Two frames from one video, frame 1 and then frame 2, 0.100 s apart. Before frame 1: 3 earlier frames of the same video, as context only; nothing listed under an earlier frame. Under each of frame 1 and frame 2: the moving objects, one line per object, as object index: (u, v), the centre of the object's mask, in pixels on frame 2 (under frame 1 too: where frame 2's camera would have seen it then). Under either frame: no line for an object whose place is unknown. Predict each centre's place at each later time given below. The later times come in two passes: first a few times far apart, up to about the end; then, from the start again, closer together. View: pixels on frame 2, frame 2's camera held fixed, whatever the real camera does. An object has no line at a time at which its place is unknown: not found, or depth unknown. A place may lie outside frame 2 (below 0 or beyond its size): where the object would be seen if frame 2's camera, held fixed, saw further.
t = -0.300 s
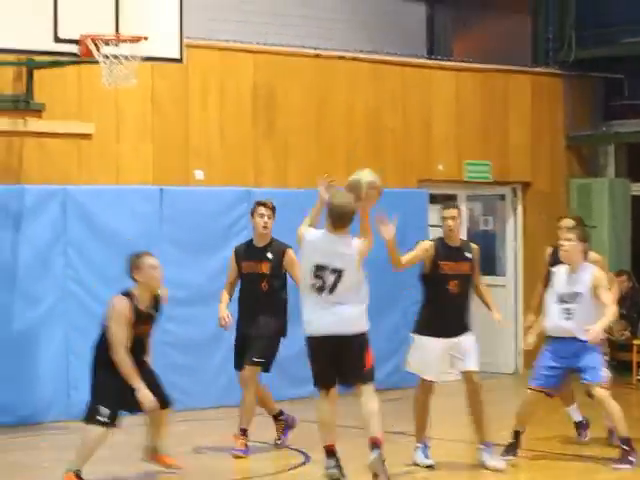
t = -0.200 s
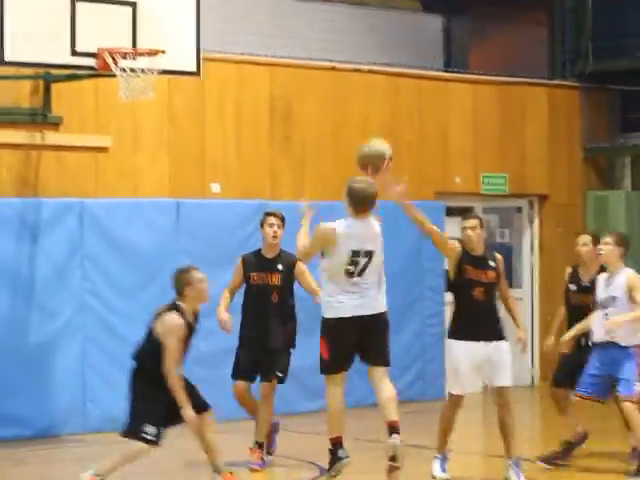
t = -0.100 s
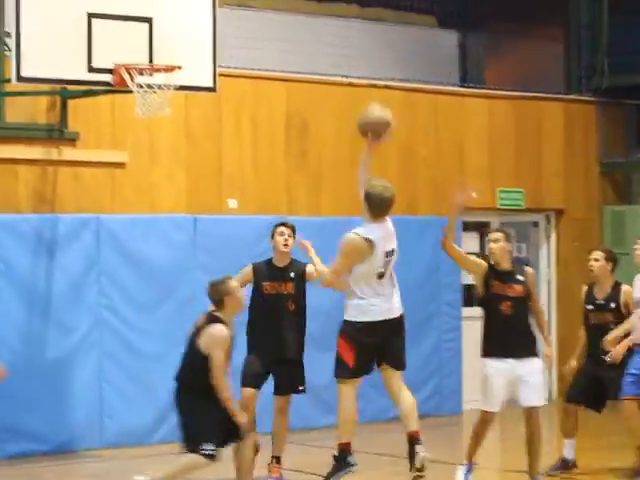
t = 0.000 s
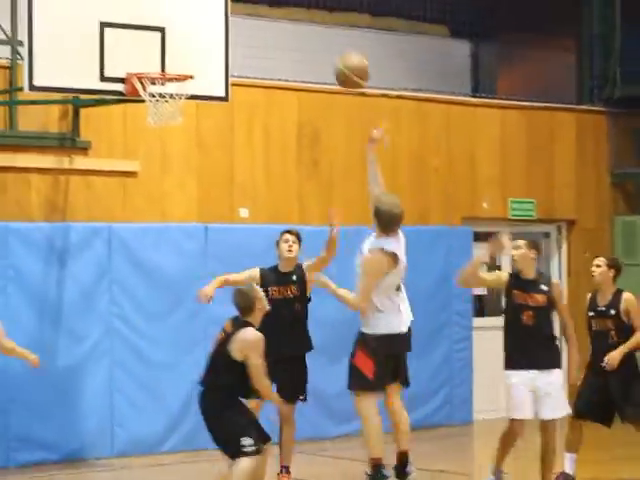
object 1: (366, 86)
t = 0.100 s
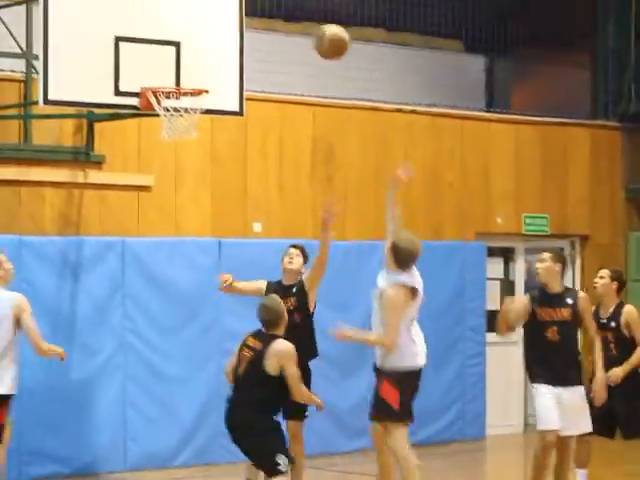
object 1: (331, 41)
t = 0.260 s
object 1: (279, 4)
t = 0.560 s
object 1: (188, 28)
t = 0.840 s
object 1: (191, 119)
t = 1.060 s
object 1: (177, 129)
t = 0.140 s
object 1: (318, 28)
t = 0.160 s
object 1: (311, 22)
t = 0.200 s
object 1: (297, 13)
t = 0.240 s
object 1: (285, 6)
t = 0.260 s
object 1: (279, 4)
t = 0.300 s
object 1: (266, 0)
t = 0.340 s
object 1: (255, -2)
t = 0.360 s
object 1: (248, -1)
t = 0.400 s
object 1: (235, 0)
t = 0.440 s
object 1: (223, 4)
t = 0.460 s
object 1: (217, 7)
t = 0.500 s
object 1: (205, 14)
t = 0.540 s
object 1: (193, 23)
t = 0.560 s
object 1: (188, 28)
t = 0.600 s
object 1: (176, 41)
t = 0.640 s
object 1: (165, 53)
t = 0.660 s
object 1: (163, 60)
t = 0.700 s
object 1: (170, 71)
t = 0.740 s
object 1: (177, 85)
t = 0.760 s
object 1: (181, 94)
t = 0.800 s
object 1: (188, 112)
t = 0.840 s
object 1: (191, 119)
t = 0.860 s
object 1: (190, 117)
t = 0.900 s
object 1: (187, 116)
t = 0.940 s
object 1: (183, 115)
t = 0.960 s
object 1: (182, 115)
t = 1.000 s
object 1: (181, 123)
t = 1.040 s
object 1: (178, 127)
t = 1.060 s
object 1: (177, 129)
